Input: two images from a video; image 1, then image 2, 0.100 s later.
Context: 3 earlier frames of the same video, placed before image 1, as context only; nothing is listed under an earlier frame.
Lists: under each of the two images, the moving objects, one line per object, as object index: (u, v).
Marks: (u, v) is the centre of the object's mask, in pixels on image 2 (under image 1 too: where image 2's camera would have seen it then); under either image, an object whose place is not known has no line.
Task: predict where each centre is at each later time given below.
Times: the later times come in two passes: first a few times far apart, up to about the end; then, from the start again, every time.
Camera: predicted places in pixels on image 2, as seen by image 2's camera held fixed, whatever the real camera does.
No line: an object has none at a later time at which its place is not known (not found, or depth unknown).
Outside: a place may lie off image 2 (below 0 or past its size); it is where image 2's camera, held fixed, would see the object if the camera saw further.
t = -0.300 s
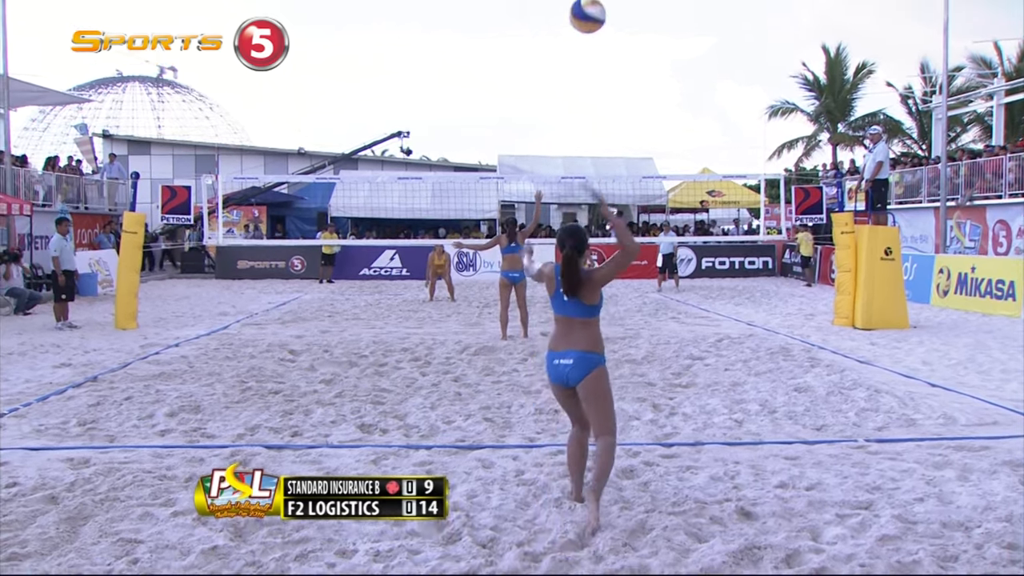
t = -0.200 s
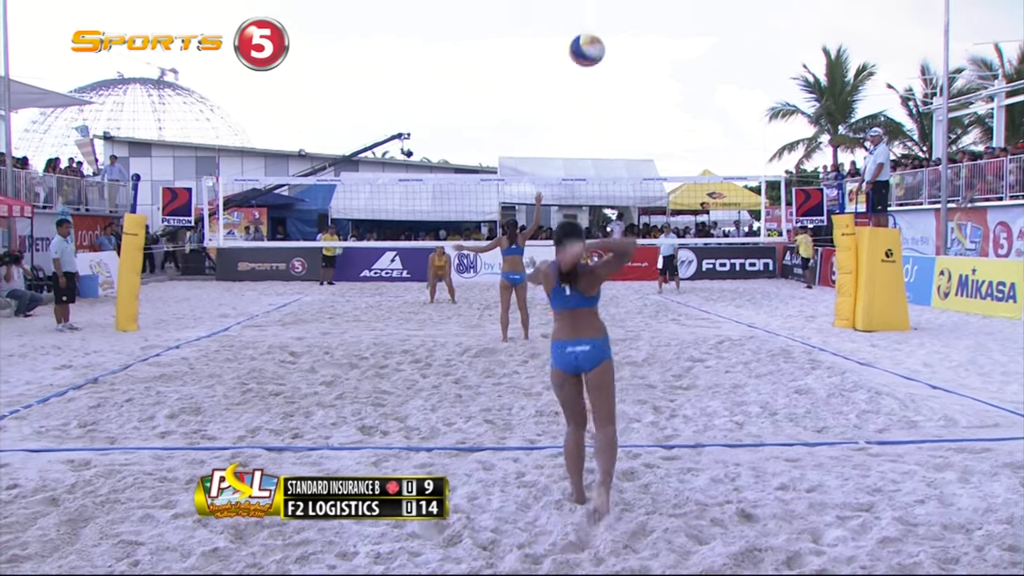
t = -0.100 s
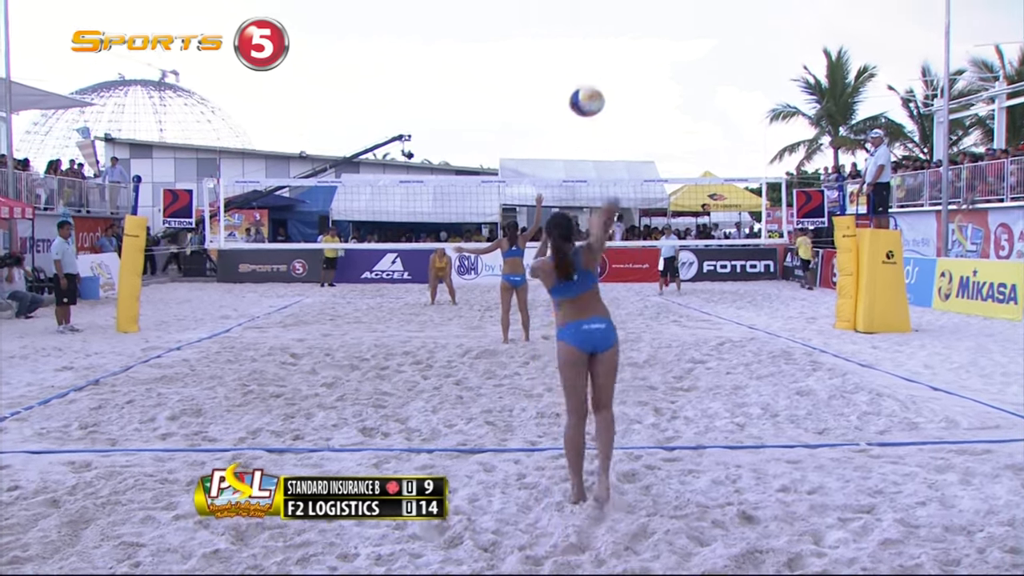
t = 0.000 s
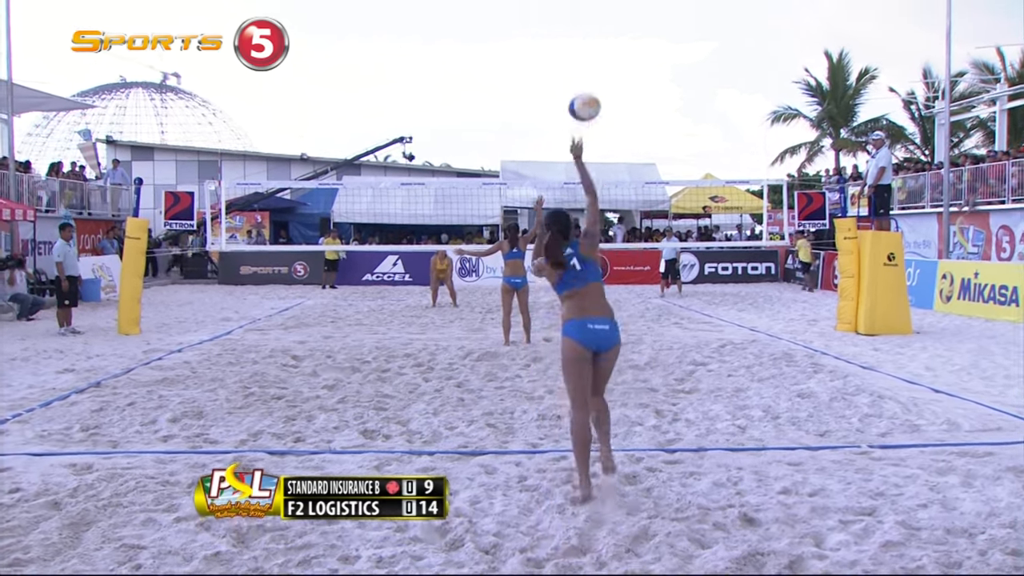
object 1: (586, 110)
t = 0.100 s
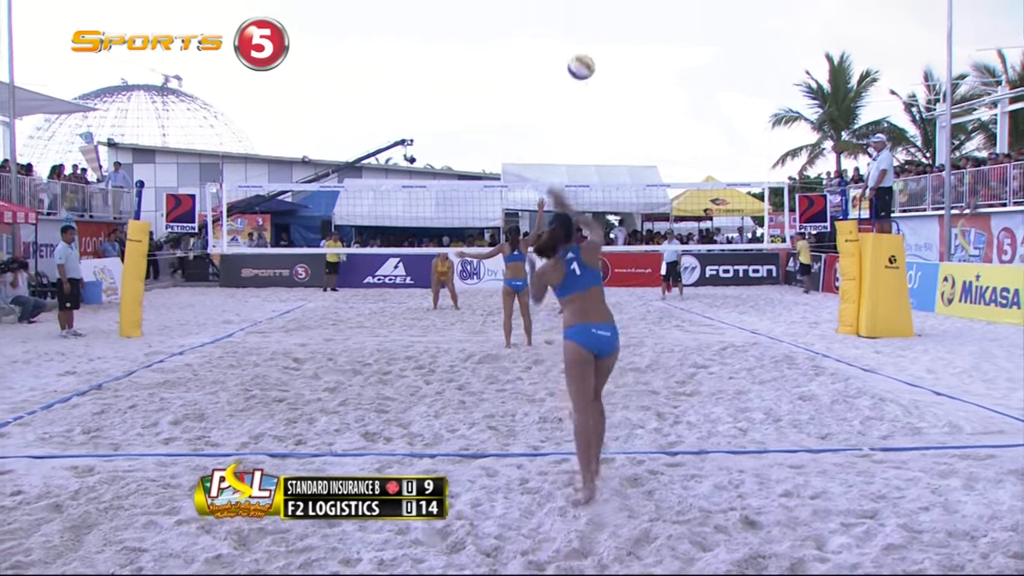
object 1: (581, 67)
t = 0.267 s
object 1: (577, 36)
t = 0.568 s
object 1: (576, 47)
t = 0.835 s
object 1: (578, 88)
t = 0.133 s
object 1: (580, 58)
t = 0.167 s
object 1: (579, 50)
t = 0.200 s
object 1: (579, 44)
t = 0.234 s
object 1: (578, 39)
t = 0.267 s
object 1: (577, 36)
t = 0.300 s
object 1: (577, 34)
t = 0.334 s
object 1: (576, 33)
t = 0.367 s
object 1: (575, 33)
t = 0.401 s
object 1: (575, 33)
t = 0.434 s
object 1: (575, 35)
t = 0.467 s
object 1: (575, 37)
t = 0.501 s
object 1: (575, 40)
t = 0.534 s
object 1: (576, 43)
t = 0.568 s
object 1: (576, 47)
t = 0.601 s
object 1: (576, 51)
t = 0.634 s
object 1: (576, 55)
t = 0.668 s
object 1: (576, 60)
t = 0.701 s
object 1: (576, 65)
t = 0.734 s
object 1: (576, 70)
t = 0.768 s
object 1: (577, 76)
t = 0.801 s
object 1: (577, 81)
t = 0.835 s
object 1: (578, 88)
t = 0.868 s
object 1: (578, 94)
